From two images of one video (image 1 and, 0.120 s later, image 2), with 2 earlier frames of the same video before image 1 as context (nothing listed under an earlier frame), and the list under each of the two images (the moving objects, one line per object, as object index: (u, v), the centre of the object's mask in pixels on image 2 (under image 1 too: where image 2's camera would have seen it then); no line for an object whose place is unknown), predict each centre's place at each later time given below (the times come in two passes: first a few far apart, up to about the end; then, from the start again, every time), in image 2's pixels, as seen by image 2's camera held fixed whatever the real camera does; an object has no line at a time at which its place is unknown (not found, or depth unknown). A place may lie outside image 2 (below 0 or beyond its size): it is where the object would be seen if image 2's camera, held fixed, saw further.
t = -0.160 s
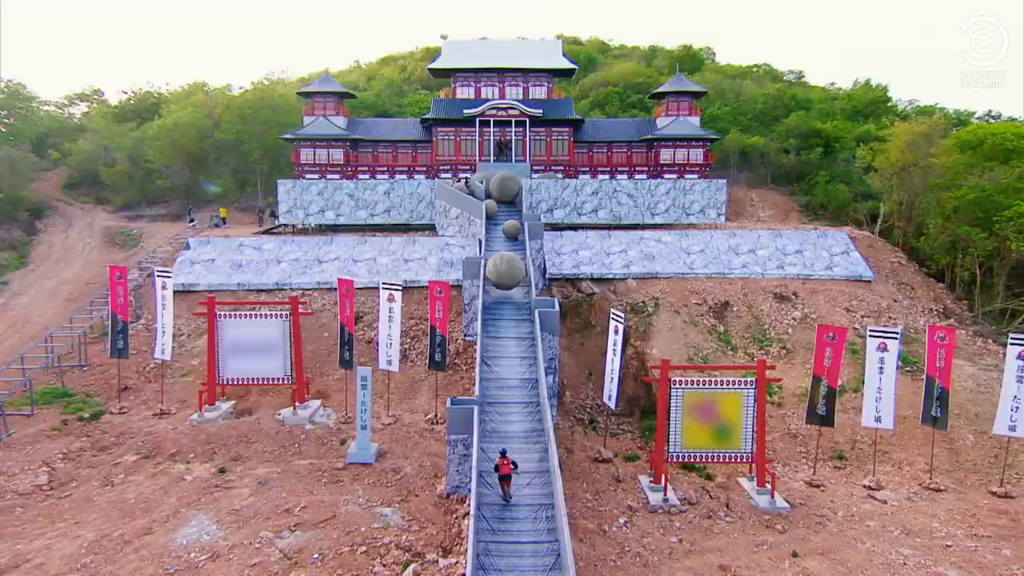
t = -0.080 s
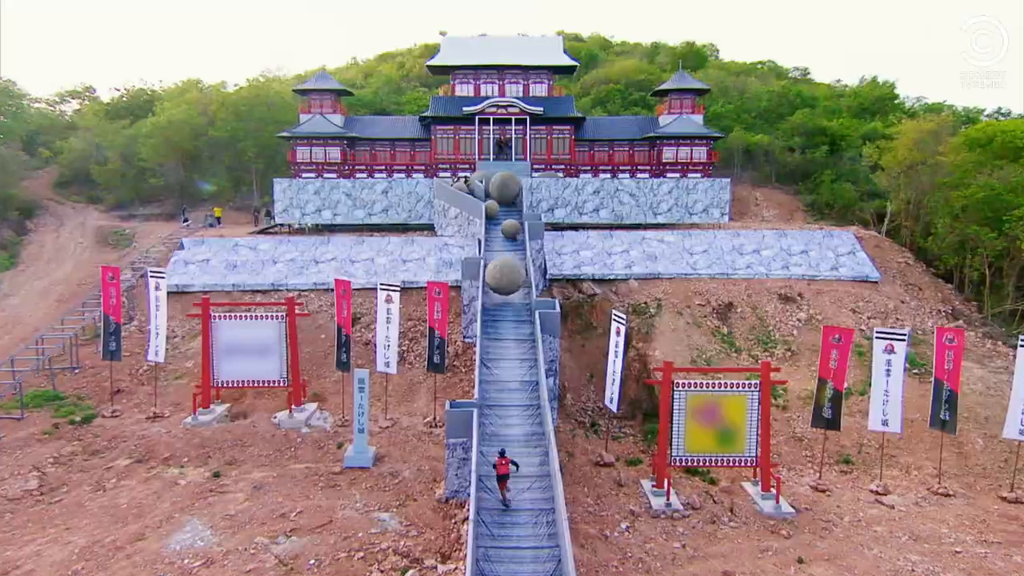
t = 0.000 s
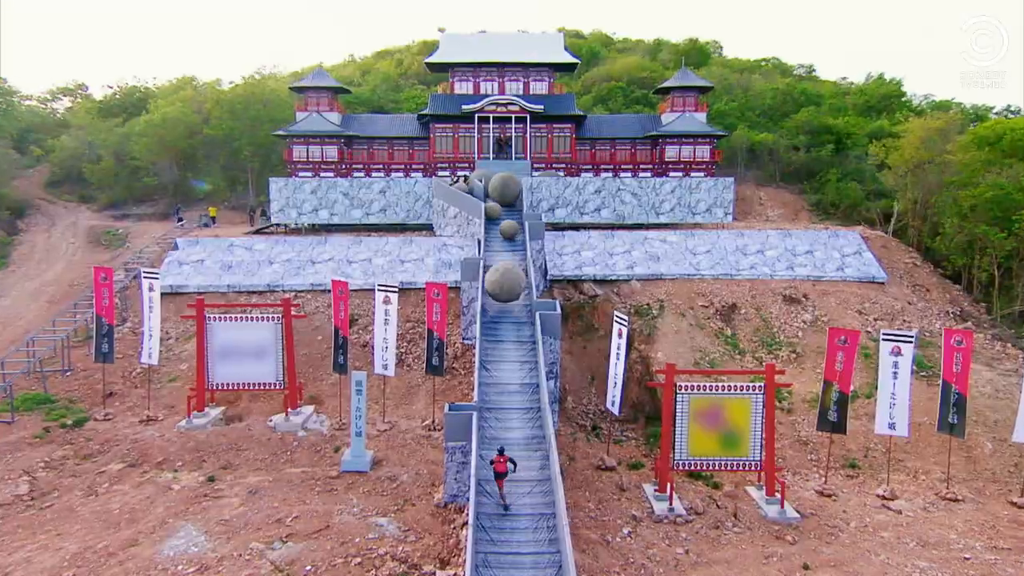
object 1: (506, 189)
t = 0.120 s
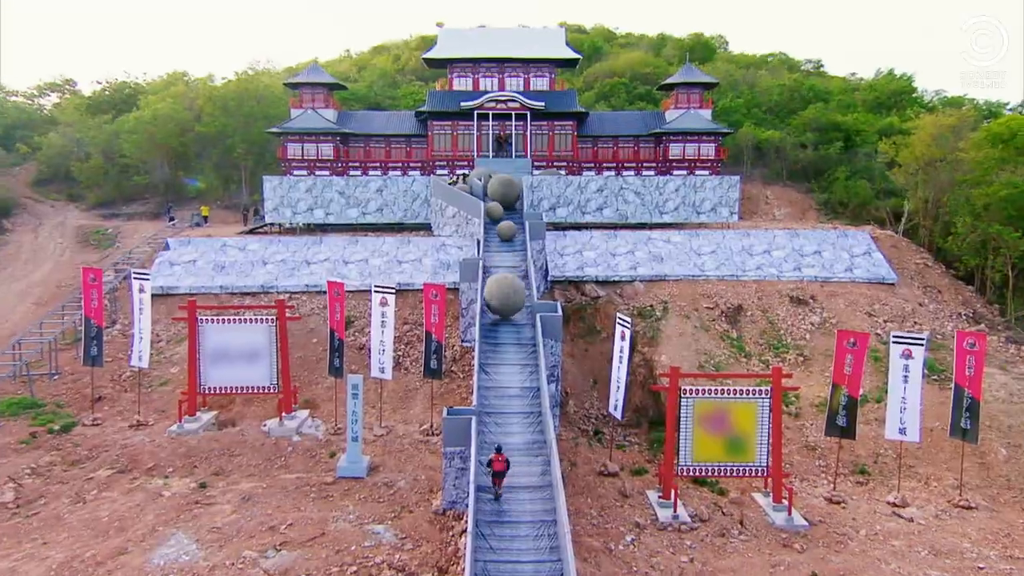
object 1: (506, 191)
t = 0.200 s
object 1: (504, 191)
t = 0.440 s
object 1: (503, 196)
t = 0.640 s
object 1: (503, 201)
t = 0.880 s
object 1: (502, 205)
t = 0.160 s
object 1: (506, 191)
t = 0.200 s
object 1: (504, 191)
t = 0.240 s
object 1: (504, 191)
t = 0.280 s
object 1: (504, 192)
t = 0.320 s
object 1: (504, 193)
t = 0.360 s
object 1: (504, 194)
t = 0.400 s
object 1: (503, 194)
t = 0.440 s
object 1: (503, 196)
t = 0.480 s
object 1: (503, 197)
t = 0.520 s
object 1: (503, 198)
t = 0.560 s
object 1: (504, 199)
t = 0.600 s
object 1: (503, 200)
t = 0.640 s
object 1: (503, 201)
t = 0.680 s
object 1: (503, 202)
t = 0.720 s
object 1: (503, 203)
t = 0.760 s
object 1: (503, 204)
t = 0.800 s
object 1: (502, 205)
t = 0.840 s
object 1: (502, 205)
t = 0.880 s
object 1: (502, 205)
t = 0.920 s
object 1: (501, 204)
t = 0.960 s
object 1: (501, 204)
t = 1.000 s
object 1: (500, 204)
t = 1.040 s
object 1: (500, 204)
